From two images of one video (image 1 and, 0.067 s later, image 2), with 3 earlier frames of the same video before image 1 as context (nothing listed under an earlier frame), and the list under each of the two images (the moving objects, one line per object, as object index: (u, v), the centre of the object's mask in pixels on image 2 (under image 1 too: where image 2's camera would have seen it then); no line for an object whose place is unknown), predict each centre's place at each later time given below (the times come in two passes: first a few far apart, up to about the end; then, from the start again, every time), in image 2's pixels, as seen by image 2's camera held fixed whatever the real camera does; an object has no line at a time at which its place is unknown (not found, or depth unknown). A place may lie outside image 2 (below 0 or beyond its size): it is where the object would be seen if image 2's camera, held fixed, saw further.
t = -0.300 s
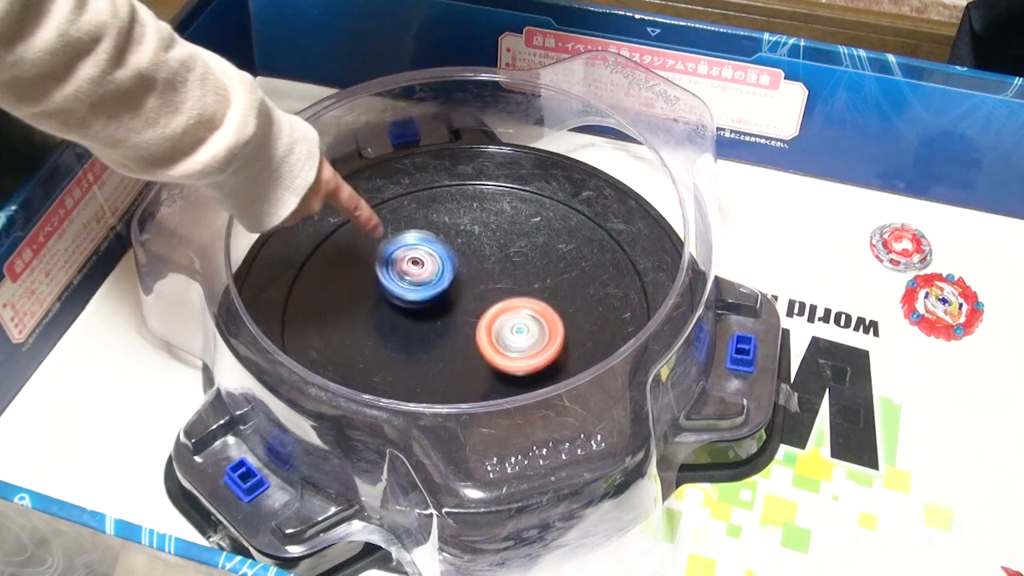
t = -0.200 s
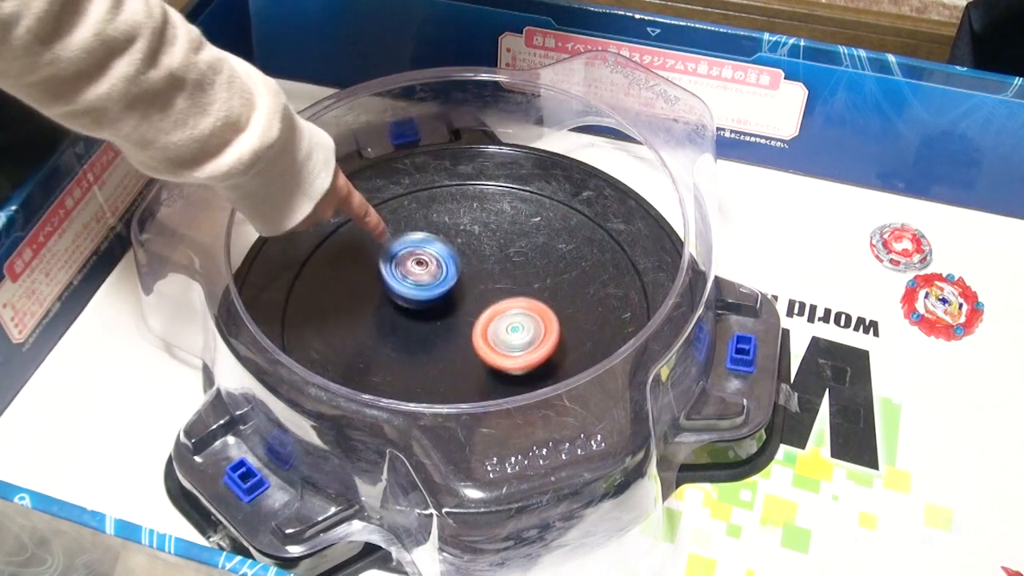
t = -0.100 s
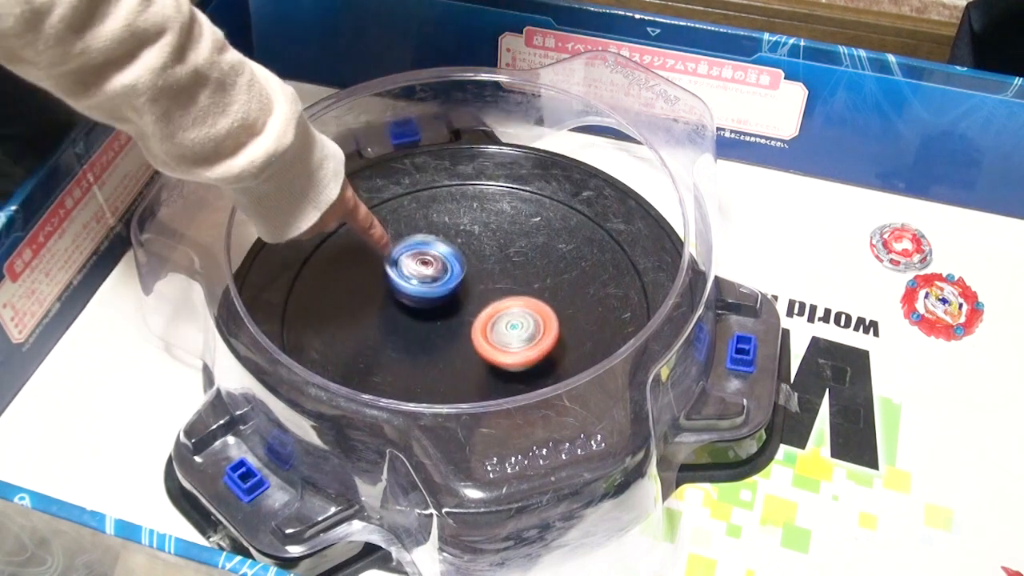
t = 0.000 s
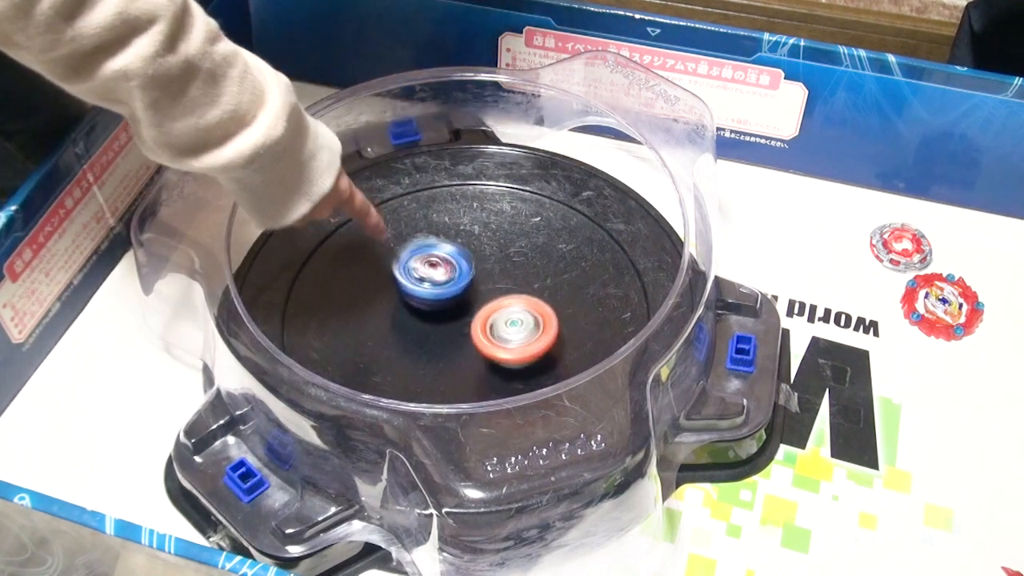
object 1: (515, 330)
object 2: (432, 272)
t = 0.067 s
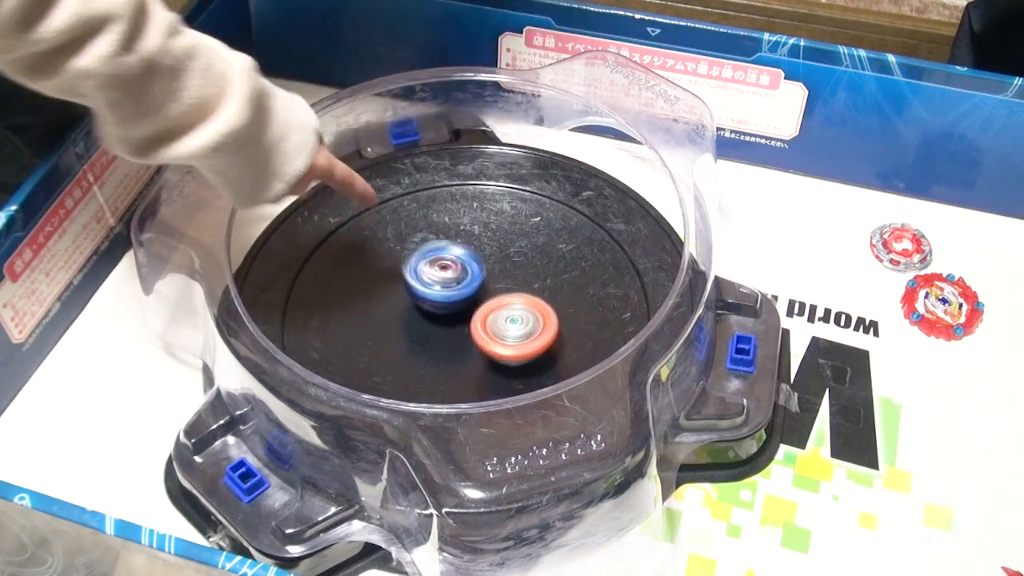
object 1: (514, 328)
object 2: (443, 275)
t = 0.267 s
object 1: (519, 337)
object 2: (462, 273)
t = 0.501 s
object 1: (517, 330)
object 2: (466, 271)
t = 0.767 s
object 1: (518, 328)
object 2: (463, 274)
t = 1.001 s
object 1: (527, 335)
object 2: (445, 280)
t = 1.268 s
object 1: (525, 330)
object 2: (433, 302)
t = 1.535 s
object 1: (513, 323)
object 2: (426, 300)
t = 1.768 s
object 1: (530, 321)
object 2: (382, 288)
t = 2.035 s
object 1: (521, 313)
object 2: (411, 288)
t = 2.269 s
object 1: (531, 314)
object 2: (447, 296)
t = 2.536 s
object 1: (527, 316)
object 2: (438, 297)
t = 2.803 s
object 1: (518, 308)
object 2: (387, 295)
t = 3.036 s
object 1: (506, 301)
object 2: (413, 309)
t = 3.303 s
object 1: (531, 272)
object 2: (438, 340)
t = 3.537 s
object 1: (533, 271)
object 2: (462, 339)
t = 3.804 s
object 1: (524, 276)
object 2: (465, 325)
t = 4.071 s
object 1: (495, 270)
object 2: (445, 326)
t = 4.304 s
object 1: (486, 268)
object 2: (438, 337)
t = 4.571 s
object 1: (474, 264)
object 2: (444, 329)
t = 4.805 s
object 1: (480, 267)
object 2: (447, 331)
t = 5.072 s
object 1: (468, 272)
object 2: (446, 338)
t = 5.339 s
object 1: (484, 273)
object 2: (462, 345)
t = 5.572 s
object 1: (471, 269)
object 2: (461, 344)
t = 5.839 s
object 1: (476, 263)
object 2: (441, 340)
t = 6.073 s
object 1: (475, 276)
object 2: (437, 336)
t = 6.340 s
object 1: (467, 278)
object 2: (442, 342)
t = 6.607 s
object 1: (473, 260)
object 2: (463, 359)
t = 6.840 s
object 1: (463, 273)
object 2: (462, 347)
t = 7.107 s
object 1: (475, 274)
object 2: (460, 348)
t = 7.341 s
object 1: (464, 279)
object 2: (460, 348)
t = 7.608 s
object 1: (464, 284)
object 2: (459, 349)
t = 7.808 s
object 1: (464, 283)
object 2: (459, 349)
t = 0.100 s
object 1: (514, 327)
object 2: (449, 277)
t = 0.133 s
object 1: (515, 326)
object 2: (456, 278)
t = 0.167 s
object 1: (518, 329)
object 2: (459, 278)
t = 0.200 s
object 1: (521, 334)
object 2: (461, 275)
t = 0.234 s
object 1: (522, 336)
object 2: (460, 274)
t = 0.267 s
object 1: (519, 337)
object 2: (462, 273)
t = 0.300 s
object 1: (518, 335)
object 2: (462, 273)
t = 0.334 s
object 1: (516, 334)
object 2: (462, 272)
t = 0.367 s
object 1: (517, 333)
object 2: (463, 272)
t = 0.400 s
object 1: (517, 331)
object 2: (464, 272)
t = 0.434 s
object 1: (517, 331)
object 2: (464, 272)
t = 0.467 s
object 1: (517, 330)
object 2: (466, 271)
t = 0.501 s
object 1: (517, 330)
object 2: (466, 271)
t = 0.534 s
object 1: (518, 329)
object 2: (466, 272)
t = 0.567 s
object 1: (518, 328)
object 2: (467, 272)
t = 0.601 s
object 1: (518, 328)
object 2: (467, 272)
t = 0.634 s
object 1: (520, 329)
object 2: (467, 272)
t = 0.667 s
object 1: (521, 330)
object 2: (465, 271)
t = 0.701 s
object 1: (520, 330)
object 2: (461, 271)
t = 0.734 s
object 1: (519, 329)
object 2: (462, 273)
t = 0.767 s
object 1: (518, 328)
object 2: (463, 274)
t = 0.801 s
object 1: (520, 327)
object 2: (463, 275)
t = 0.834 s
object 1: (520, 328)
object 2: (463, 275)
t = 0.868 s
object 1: (520, 329)
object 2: (460, 276)
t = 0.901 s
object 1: (519, 329)
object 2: (459, 279)
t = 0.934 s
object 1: (519, 329)
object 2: (458, 281)
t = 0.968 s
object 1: (524, 333)
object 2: (451, 280)
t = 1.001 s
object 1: (527, 335)
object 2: (445, 280)
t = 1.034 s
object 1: (524, 337)
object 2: (444, 283)
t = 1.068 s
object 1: (523, 335)
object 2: (443, 286)
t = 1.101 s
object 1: (520, 334)
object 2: (443, 289)
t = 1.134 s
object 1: (519, 332)
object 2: (443, 293)
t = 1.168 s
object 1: (518, 331)
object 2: (442, 297)
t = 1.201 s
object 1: (519, 329)
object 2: (441, 301)
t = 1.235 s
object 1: (519, 328)
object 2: (439, 304)
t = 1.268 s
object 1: (525, 330)
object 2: (433, 302)
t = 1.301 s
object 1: (528, 331)
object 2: (426, 301)
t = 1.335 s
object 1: (527, 331)
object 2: (421, 299)
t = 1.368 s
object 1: (528, 330)
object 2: (419, 300)
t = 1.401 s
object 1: (528, 329)
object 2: (423, 302)
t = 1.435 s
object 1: (525, 328)
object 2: (424, 301)
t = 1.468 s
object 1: (522, 327)
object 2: (425, 301)
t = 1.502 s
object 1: (517, 325)
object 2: (425, 300)
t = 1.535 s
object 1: (513, 323)
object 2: (426, 300)
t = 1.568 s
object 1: (509, 320)
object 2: (426, 300)
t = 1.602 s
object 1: (519, 321)
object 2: (411, 296)
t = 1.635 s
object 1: (528, 323)
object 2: (395, 291)
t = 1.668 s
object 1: (531, 323)
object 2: (387, 289)
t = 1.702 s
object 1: (531, 322)
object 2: (383, 288)
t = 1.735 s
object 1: (531, 321)
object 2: (382, 287)
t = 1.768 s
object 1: (530, 321)
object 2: (382, 288)
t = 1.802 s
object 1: (528, 320)
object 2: (385, 289)
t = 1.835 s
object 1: (526, 320)
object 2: (391, 288)
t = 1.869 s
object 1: (525, 318)
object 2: (394, 287)
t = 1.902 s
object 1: (523, 318)
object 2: (396, 286)
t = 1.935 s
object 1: (522, 316)
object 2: (397, 285)
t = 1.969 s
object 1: (521, 315)
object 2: (400, 286)
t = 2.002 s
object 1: (521, 314)
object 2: (404, 287)
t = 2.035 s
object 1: (521, 313)
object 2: (411, 288)
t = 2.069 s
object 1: (522, 312)
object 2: (421, 290)
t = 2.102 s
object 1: (522, 311)
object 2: (430, 292)
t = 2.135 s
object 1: (523, 310)
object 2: (441, 294)
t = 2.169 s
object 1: (529, 311)
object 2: (444, 294)
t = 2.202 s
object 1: (533, 314)
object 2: (444, 295)
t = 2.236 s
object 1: (532, 315)
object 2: (444, 296)
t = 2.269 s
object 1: (531, 314)
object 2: (447, 296)
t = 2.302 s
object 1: (529, 313)
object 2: (446, 295)
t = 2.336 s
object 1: (529, 312)
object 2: (446, 294)
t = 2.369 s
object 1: (529, 312)
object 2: (445, 295)
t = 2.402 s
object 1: (530, 311)
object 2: (445, 295)
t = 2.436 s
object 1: (531, 312)
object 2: (443, 295)
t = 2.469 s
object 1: (532, 314)
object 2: (441, 296)
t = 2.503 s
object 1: (528, 315)
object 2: (442, 297)
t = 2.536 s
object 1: (527, 316)
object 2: (438, 297)
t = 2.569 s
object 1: (527, 318)
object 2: (429, 297)
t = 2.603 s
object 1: (524, 318)
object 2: (417, 295)
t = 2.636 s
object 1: (521, 318)
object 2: (407, 294)
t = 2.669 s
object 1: (519, 314)
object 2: (400, 293)
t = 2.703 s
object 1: (518, 313)
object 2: (393, 293)
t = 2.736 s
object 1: (517, 311)
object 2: (389, 294)
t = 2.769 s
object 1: (518, 309)
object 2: (387, 294)
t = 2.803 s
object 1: (518, 308)
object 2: (387, 295)
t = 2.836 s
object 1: (519, 307)
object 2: (388, 296)
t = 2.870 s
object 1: (518, 307)
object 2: (390, 298)
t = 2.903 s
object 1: (517, 306)
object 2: (393, 299)
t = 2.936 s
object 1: (513, 306)
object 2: (396, 300)
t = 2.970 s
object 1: (512, 304)
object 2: (399, 303)
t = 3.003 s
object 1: (507, 303)
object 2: (405, 306)
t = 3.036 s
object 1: (506, 301)
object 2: (413, 309)
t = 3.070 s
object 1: (503, 299)
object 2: (421, 313)
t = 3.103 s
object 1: (507, 297)
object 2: (425, 317)
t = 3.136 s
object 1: (510, 294)
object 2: (428, 321)
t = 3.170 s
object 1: (511, 291)
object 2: (433, 324)
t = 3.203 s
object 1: (512, 287)
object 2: (437, 326)
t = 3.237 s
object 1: (521, 280)
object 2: (436, 333)
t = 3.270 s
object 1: (527, 274)
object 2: (437, 337)
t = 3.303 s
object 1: (531, 272)
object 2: (438, 340)
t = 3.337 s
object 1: (534, 271)
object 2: (441, 341)
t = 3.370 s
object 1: (535, 269)
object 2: (444, 344)
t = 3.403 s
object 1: (536, 269)
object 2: (446, 344)
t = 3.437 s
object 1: (537, 268)
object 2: (449, 343)
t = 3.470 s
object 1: (537, 269)
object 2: (454, 343)
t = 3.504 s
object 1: (534, 271)
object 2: (458, 341)
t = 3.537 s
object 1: (533, 271)
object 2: (462, 339)
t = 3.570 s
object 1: (530, 274)
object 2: (468, 336)
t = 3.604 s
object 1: (528, 275)
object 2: (471, 332)
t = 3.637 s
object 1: (529, 276)
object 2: (472, 330)
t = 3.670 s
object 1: (530, 276)
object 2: (473, 329)
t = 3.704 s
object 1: (529, 276)
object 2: (471, 328)
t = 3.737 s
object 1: (527, 277)
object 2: (469, 328)
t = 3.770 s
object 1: (526, 276)
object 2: (467, 327)
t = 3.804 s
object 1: (524, 276)
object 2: (465, 325)
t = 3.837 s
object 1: (521, 277)
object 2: (461, 325)
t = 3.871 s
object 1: (518, 276)
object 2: (458, 323)
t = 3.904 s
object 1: (513, 276)
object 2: (456, 323)
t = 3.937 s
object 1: (510, 275)
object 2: (453, 323)
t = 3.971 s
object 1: (505, 274)
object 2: (450, 324)
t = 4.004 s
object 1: (502, 273)
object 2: (447, 324)
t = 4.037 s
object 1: (499, 272)
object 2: (447, 324)
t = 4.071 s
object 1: (495, 270)
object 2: (445, 326)
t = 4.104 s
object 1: (495, 268)
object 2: (444, 330)
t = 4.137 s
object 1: (492, 267)
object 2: (439, 331)
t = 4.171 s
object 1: (490, 266)
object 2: (436, 332)
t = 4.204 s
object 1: (490, 266)
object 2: (438, 334)
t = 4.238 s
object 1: (488, 266)
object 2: (440, 335)
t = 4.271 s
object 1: (487, 266)
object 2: (440, 336)
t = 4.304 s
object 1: (486, 268)
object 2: (438, 337)
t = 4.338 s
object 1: (482, 269)
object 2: (438, 336)
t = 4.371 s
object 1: (478, 270)
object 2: (437, 336)
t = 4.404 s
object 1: (473, 269)
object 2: (441, 334)
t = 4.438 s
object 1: (471, 267)
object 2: (442, 332)
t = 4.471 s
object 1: (470, 265)
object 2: (443, 329)
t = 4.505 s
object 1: (472, 264)
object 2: (446, 329)
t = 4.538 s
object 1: (473, 265)
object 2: (447, 328)
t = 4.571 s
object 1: (474, 264)
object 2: (444, 329)
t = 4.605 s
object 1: (475, 264)
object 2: (444, 330)
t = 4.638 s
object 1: (477, 265)
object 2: (446, 329)
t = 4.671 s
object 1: (476, 265)
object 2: (447, 328)
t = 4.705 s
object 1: (476, 266)
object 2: (448, 329)
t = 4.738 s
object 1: (476, 266)
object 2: (451, 331)
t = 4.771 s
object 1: (476, 265)
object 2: (450, 330)
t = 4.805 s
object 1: (480, 267)
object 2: (447, 331)
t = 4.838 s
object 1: (484, 268)
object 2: (445, 334)
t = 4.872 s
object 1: (485, 271)
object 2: (447, 338)
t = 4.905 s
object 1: (482, 271)
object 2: (448, 340)
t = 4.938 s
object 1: (479, 272)
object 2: (446, 341)
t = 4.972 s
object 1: (476, 274)
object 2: (445, 342)
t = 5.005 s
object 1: (472, 273)
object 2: (446, 340)
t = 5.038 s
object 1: (471, 273)
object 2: (446, 339)
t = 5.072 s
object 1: (468, 272)
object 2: (446, 338)
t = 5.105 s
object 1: (468, 271)
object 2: (450, 338)
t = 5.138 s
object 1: (470, 272)
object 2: (456, 336)
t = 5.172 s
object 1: (471, 271)
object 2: (459, 337)
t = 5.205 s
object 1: (475, 270)
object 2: (463, 338)
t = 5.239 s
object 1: (479, 272)
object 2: (464, 339)
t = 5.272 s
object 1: (481, 273)
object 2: (461, 342)
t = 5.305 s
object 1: (483, 272)
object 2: (461, 345)
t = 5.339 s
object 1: (484, 273)
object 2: (462, 345)
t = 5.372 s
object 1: (481, 273)
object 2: (465, 345)
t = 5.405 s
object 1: (478, 272)
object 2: (467, 344)
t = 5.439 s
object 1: (478, 274)
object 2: (467, 343)
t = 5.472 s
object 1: (474, 275)
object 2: (464, 344)
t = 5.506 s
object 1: (472, 273)
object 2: (463, 343)
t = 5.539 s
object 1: (471, 272)
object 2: (461, 343)
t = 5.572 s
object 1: (471, 269)
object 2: (461, 344)
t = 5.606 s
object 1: (472, 266)
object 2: (464, 345)
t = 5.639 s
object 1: (475, 265)
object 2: (467, 344)
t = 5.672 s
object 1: (475, 266)
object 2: (469, 342)
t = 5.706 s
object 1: (475, 266)
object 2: (467, 340)
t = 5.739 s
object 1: (475, 266)
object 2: (461, 337)
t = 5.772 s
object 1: (474, 265)
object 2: (452, 336)
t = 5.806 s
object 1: (474, 264)
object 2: (445, 338)
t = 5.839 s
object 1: (476, 263)
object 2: (441, 340)
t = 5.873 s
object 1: (476, 265)
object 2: (442, 339)
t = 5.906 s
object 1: (475, 265)
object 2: (443, 336)
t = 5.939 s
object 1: (476, 266)
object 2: (443, 333)
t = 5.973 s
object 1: (476, 268)
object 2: (441, 331)
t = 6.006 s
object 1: (477, 270)
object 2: (437, 332)
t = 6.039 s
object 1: (478, 273)
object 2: (436, 333)
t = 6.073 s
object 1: (475, 276)
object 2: (437, 336)
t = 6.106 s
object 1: (470, 277)
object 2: (436, 338)
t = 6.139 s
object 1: (470, 276)
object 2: (434, 339)
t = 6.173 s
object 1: (469, 276)
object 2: (435, 340)
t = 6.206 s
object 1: (467, 277)
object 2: (436, 340)
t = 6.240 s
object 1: (466, 276)
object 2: (436, 342)
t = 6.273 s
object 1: (468, 276)
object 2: (438, 342)
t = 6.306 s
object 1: (468, 278)
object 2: (440, 342)
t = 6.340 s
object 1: (467, 278)
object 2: (442, 342)
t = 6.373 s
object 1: (465, 278)
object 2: (445, 342)
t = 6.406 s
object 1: (463, 278)
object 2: (447, 340)
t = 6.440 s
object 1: (462, 276)
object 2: (450, 339)
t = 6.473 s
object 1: (464, 276)
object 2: (452, 338)
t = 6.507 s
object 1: (470, 273)
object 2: (453, 345)
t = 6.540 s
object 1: (469, 264)
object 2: (459, 354)
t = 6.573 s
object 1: (469, 260)
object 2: (462, 358)
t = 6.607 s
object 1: (473, 260)
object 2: (463, 359)
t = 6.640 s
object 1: (474, 261)
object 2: (464, 360)
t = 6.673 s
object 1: (473, 260)
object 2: (463, 359)
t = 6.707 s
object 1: (471, 263)
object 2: (462, 357)
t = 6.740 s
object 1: (468, 265)
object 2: (462, 355)
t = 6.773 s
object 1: (467, 265)
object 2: (462, 353)
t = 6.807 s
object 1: (466, 268)
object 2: (463, 350)
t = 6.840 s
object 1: (463, 273)
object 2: (462, 347)
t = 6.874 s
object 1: (464, 274)
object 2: (463, 344)
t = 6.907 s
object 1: (464, 275)
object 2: (461, 344)
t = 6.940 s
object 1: (465, 274)
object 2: (457, 346)
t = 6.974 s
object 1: (468, 271)
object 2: (455, 348)
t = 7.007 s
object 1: (469, 271)
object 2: (457, 349)
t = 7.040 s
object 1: (470, 271)
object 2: (458, 349)
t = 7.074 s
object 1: (472, 273)
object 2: (459, 348)
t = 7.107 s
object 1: (475, 274)
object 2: (460, 348)
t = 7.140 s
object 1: (478, 275)
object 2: (460, 348)
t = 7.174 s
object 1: (479, 276)
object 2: (460, 348)
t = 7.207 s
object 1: (477, 277)
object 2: (460, 348)
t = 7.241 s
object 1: (473, 279)
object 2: (460, 348)
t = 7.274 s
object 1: (467, 280)
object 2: (460, 349)
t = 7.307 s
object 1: (464, 279)
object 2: (460, 348)
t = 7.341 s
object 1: (464, 279)
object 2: (460, 348)
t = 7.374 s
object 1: (465, 281)
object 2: (460, 348)
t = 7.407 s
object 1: (465, 282)
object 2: (459, 348)
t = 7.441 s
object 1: (464, 283)
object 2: (459, 349)
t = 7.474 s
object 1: (464, 284)
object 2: (459, 349)
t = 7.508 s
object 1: (464, 283)
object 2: (459, 349)
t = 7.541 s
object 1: (464, 284)
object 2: (459, 349)
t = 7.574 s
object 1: (464, 284)
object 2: (459, 349)
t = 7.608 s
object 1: (464, 284)
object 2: (459, 349)
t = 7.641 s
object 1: (464, 283)
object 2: (459, 349)
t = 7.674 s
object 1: (464, 284)
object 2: (459, 349)
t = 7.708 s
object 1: (464, 284)
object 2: (459, 349)
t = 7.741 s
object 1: (464, 284)
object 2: (459, 349)
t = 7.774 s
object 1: (464, 284)
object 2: (459, 349)
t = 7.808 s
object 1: (464, 283)
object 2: (459, 349)
